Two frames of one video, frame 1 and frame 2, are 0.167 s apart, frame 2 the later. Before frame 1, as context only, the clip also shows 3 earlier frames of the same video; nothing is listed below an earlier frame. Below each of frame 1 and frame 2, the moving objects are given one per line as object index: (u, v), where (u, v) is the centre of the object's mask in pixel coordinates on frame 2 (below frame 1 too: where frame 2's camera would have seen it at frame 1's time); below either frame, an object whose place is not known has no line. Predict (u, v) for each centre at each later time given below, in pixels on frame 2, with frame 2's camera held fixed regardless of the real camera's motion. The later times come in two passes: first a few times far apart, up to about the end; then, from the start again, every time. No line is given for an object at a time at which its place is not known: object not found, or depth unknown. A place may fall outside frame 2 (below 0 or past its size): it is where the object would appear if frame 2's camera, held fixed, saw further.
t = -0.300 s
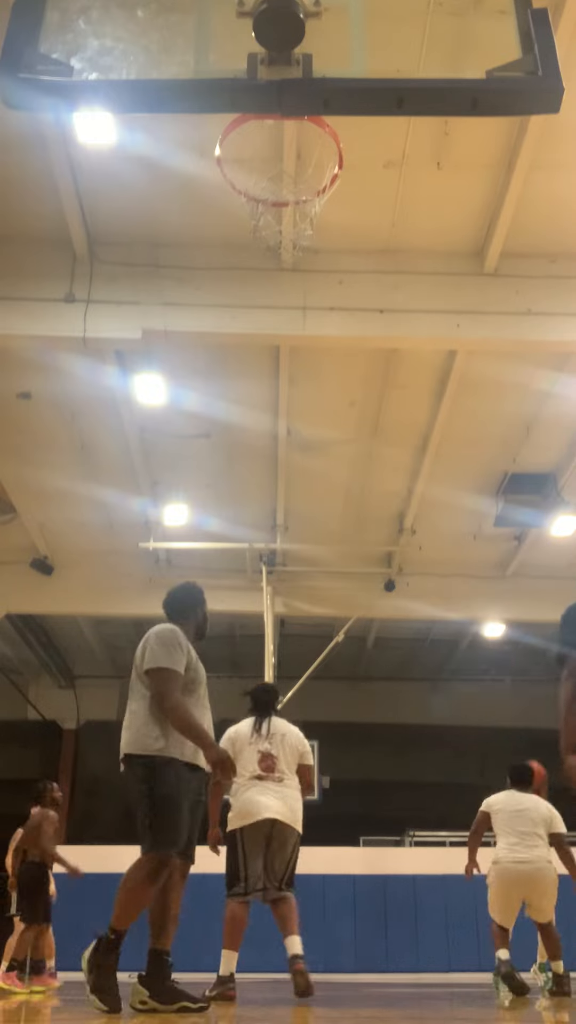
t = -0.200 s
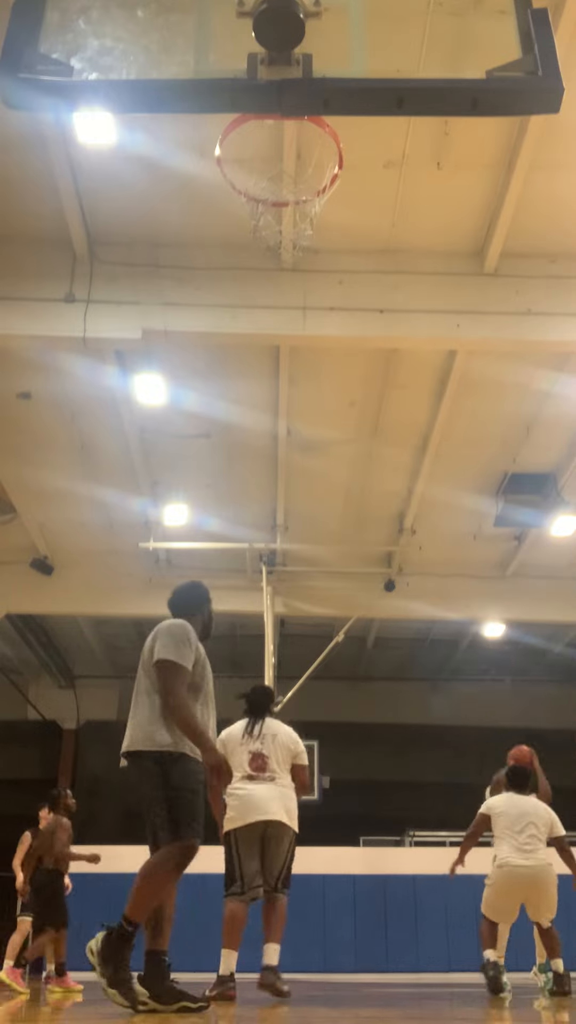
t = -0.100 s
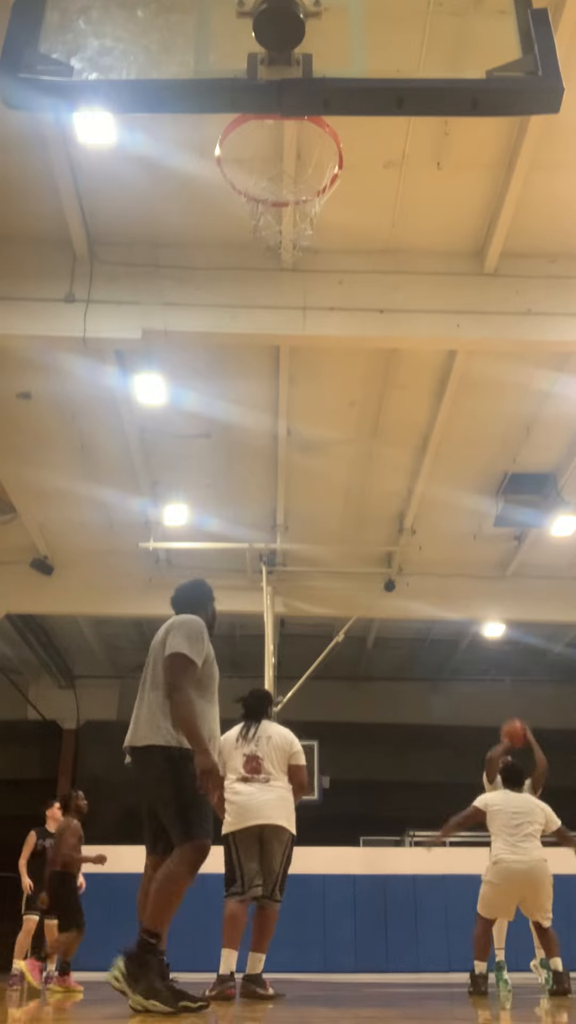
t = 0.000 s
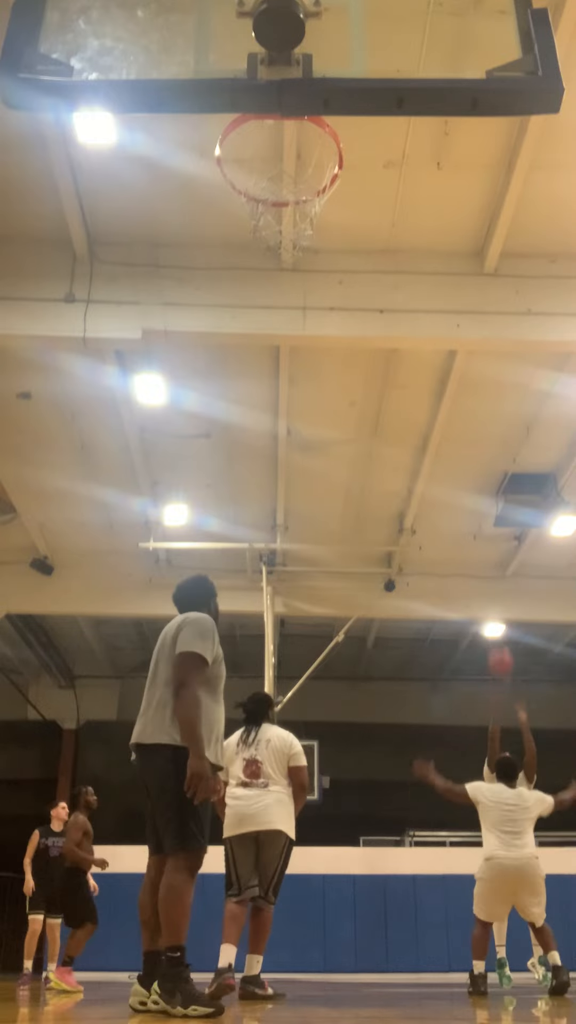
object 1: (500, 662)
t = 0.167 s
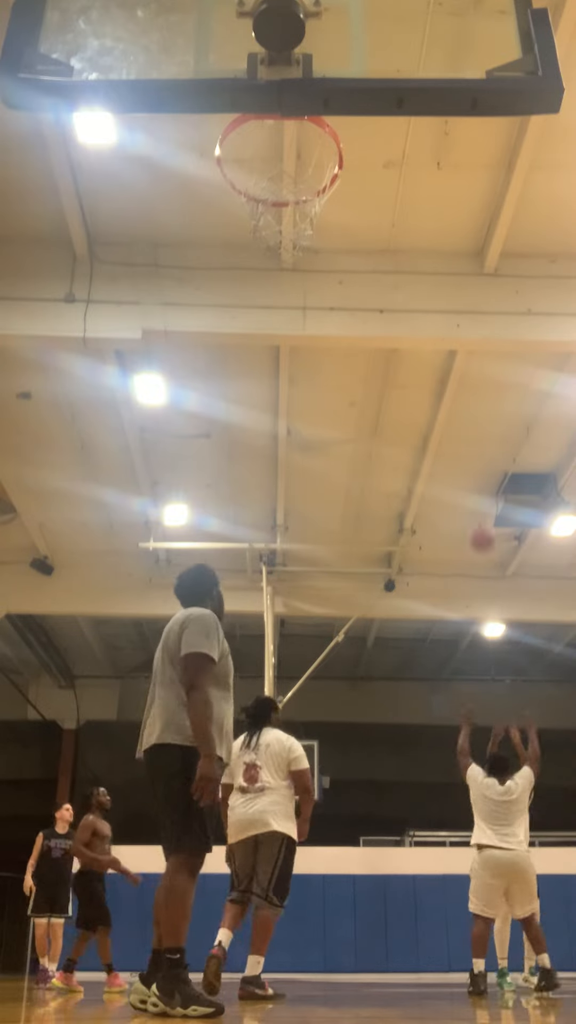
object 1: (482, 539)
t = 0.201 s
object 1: (478, 519)
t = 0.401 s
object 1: (456, 391)
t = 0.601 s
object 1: (435, 284)
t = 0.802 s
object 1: (413, 193)
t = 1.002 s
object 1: (384, 132)
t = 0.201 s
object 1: (478, 519)
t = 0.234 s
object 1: (475, 492)
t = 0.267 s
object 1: (471, 472)
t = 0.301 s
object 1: (467, 451)
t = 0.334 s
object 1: (464, 431)
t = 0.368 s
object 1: (460, 410)
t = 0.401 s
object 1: (456, 391)
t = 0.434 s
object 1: (453, 372)
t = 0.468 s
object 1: (449, 353)
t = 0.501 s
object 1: (446, 335)
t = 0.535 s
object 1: (443, 317)
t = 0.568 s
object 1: (439, 301)
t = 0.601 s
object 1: (435, 284)
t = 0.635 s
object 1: (431, 268)
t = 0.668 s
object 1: (428, 251)
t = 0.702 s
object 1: (424, 236)
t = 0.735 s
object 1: (420, 221)
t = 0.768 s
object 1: (417, 207)
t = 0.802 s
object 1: (413, 193)
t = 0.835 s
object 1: (409, 180)
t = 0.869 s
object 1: (405, 168)
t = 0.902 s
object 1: (399, 156)
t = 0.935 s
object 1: (395, 146)
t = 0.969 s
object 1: (390, 137)
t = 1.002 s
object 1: (384, 132)
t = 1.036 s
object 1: (378, 128)
